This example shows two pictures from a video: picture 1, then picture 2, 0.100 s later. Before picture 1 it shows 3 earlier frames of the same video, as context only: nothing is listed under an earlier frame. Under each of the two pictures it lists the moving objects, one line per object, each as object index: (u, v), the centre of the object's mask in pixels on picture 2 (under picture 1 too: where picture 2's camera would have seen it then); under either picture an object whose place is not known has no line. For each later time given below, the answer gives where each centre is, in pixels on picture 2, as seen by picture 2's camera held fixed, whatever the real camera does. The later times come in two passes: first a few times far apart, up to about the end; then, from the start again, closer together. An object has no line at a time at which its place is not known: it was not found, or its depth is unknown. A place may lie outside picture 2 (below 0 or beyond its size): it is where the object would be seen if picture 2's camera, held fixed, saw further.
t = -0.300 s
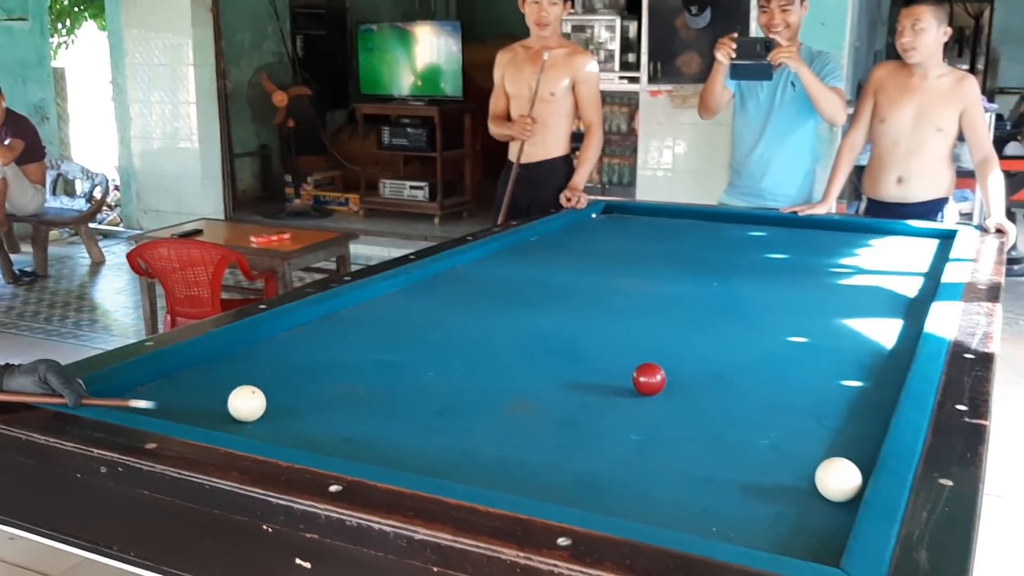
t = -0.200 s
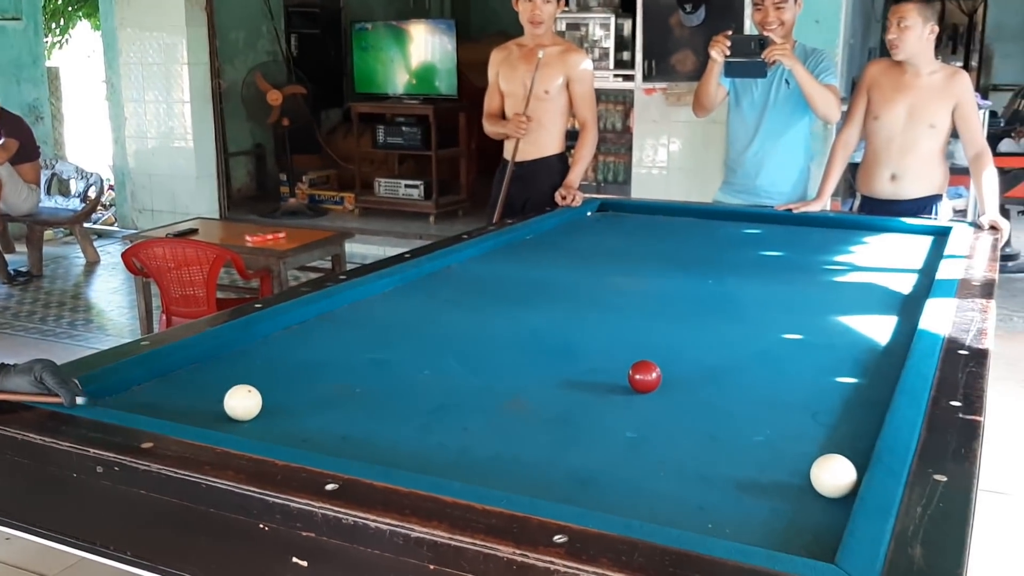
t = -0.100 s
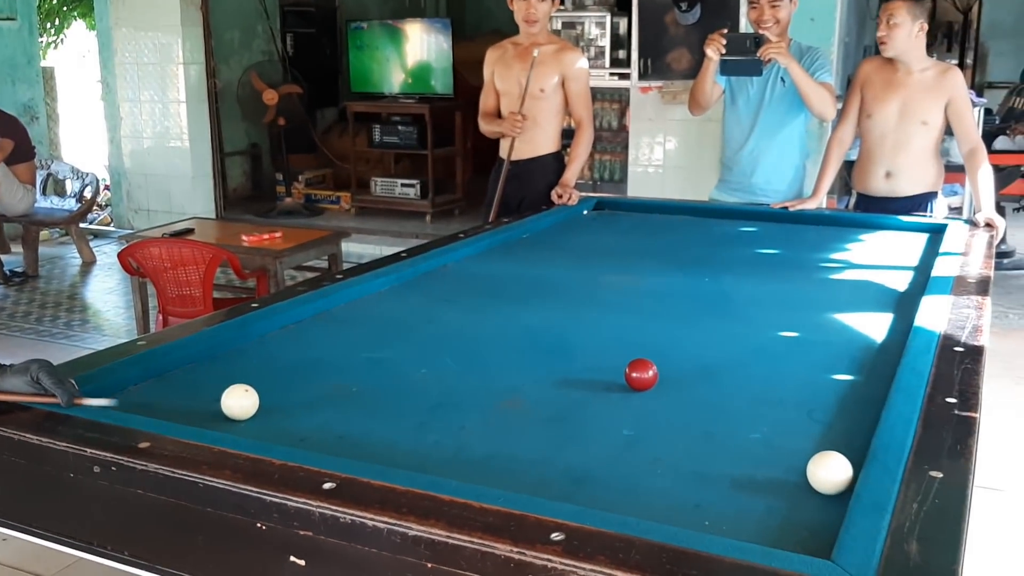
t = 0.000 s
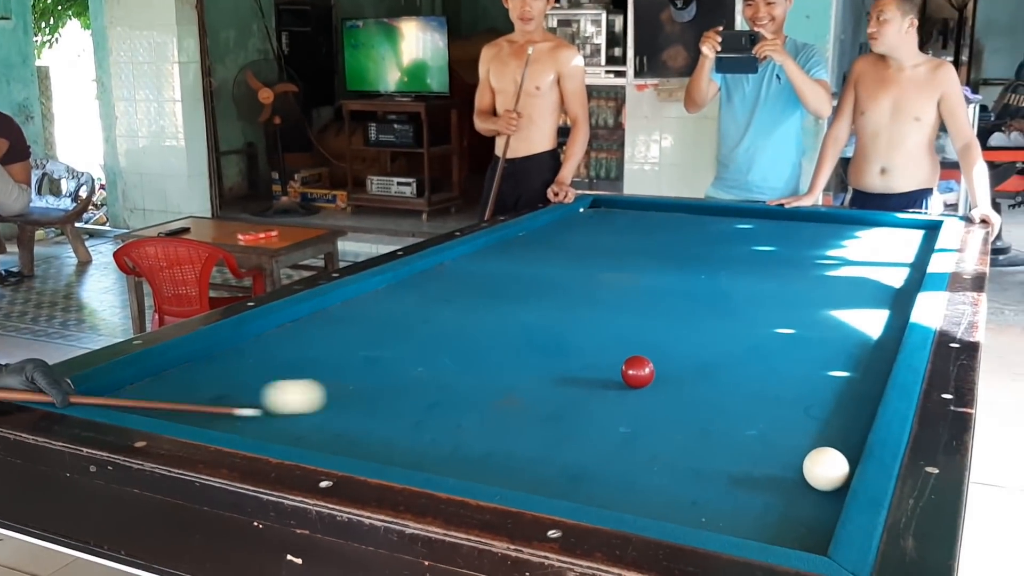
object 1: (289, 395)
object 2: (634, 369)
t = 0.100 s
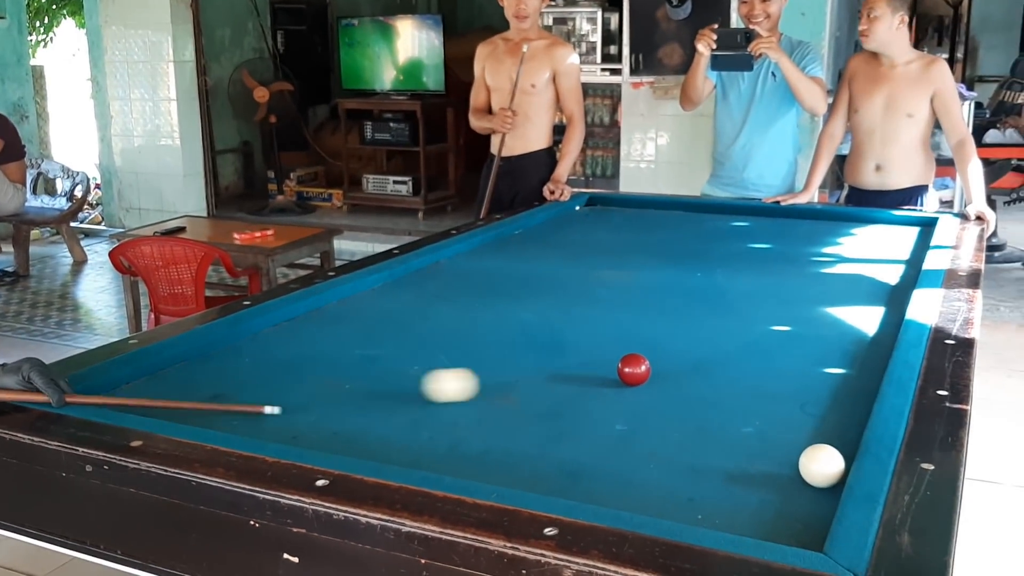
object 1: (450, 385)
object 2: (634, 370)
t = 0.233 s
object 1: (613, 378)
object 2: (650, 366)
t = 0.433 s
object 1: (663, 403)
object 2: (780, 334)
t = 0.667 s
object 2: (888, 306)
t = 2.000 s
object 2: (785, 216)
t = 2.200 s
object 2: (766, 213)
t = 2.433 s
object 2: (733, 215)
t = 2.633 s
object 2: (704, 217)
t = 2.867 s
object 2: (671, 220)
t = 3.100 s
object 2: (639, 223)
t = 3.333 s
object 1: (591, 352)
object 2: (606, 225)
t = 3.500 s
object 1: (583, 344)
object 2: (583, 227)
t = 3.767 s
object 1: (572, 333)
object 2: (547, 230)
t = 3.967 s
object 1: (565, 326)
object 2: (521, 231)
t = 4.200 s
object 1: (558, 319)
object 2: (513, 235)
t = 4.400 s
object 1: (552, 313)
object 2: (516, 238)
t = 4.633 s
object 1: (547, 307)
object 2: (521, 241)
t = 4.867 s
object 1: (544, 302)
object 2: (526, 244)
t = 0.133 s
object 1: (498, 382)
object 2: (634, 370)
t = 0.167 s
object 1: (544, 379)
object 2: (634, 370)
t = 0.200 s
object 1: (587, 376)
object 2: (634, 370)
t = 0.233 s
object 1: (613, 378)
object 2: (650, 366)
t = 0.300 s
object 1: (632, 386)
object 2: (700, 353)
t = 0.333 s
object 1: (639, 391)
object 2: (723, 348)
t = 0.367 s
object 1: (647, 394)
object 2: (743, 343)
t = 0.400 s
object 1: (655, 398)
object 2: (763, 338)
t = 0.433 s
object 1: (663, 403)
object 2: (780, 334)
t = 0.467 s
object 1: (671, 407)
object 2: (797, 330)
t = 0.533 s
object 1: (688, 416)
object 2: (827, 323)
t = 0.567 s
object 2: (841, 319)
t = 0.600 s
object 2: (856, 315)
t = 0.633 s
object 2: (875, 311)
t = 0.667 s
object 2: (888, 306)
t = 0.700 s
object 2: (896, 303)
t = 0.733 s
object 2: (893, 299)
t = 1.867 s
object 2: (791, 222)
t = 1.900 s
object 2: (790, 220)
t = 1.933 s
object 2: (788, 219)
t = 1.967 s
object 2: (786, 218)
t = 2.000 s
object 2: (785, 216)
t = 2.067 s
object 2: (781, 213)
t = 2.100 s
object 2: (780, 212)
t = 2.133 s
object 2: (776, 212)
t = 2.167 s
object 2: (771, 213)
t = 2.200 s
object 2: (766, 213)
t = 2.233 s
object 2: (762, 213)
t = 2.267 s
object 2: (757, 213)
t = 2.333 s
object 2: (747, 214)
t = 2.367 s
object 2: (742, 215)
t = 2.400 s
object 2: (738, 215)
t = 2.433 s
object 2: (733, 215)
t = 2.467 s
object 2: (728, 216)
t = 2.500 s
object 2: (723, 216)
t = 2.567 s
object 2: (714, 216)
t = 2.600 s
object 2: (709, 217)
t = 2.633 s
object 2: (704, 217)
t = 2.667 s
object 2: (700, 218)
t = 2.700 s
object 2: (695, 218)
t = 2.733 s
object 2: (690, 218)
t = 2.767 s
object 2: (685, 219)
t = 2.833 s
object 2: (676, 219)
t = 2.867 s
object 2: (671, 220)
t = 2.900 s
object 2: (667, 220)
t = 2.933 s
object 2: (662, 221)
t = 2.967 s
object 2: (657, 221)
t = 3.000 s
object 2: (653, 222)
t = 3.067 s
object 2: (643, 222)
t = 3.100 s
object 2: (639, 223)
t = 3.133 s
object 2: (634, 223)
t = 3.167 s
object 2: (630, 223)
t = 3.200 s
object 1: (598, 358)
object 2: (625, 224)
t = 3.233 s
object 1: (596, 357)
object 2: (620, 224)
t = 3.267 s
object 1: (594, 355)
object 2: (616, 224)
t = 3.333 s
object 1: (591, 352)
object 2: (606, 225)
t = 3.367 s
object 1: (589, 350)
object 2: (602, 225)
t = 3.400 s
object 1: (588, 348)
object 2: (597, 226)
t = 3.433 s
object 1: (586, 347)
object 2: (593, 226)
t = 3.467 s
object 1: (585, 345)
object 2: (588, 226)
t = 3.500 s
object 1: (583, 344)
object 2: (583, 227)
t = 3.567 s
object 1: (580, 341)
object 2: (575, 227)
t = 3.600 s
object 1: (579, 340)
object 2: (570, 228)
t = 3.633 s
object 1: (578, 338)
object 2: (565, 228)
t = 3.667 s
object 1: (576, 337)
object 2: (561, 229)
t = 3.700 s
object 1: (575, 336)
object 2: (556, 229)
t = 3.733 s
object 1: (574, 335)
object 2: (552, 229)
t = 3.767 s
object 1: (572, 333)
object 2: (547, 230)
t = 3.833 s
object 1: (570, 331)
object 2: (538, 230)
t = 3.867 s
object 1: (569, 330)
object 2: (534, 230)
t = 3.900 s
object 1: (567, 329)
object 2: (529, 231)
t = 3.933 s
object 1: (566, 327)
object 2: (525, 231)
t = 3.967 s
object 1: (565, 326)
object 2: (521, 231)
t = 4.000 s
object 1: (564, 325)
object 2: (516, 232)
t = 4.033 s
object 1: (563, 324)
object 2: (512, 232)
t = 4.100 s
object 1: (561, 322)
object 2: (511, 233)
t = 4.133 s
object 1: (560, 321)
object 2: (511, 234)
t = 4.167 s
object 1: (559, 320)
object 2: (512, 234)
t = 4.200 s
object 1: (558, 319)
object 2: (513, 235)
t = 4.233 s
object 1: (557, 318)
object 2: (513, 235)
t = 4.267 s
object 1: (556, 317)
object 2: (514, 236)
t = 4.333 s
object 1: (554, 315)
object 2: (515, 237)
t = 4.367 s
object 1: (553, 314)
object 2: (516, 237)
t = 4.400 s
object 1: (552, 313)
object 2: (516, 238)
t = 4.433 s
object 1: (552, 312)
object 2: (517, 238)
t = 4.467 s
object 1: (551, 311)
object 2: (518, 239)
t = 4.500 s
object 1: (550, 310)
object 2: (518, 239)
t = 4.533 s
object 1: (549, 310)
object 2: (519, 240)
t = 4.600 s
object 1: (548, 308)
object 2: (520, 241)
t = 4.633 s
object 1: (547, 307)
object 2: (521, 241)
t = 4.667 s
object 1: (547, 306)
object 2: (522, 241)
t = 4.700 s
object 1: (546, 306)
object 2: (522, 242)
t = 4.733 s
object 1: (546, 305)
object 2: (523, 242)
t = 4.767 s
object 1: (545, 304)
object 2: (524, 243)
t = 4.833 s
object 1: (544, 303)
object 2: (525, 244)
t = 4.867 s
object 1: (544, 302)
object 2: (526, 244)
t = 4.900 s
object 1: (543, 301)
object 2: (527, 245)
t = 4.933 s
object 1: (543, 301)
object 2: (528, 246)
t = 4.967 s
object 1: (542, 300)
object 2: (528, 246)
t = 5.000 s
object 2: (529, 247)
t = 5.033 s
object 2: (530, 247)
